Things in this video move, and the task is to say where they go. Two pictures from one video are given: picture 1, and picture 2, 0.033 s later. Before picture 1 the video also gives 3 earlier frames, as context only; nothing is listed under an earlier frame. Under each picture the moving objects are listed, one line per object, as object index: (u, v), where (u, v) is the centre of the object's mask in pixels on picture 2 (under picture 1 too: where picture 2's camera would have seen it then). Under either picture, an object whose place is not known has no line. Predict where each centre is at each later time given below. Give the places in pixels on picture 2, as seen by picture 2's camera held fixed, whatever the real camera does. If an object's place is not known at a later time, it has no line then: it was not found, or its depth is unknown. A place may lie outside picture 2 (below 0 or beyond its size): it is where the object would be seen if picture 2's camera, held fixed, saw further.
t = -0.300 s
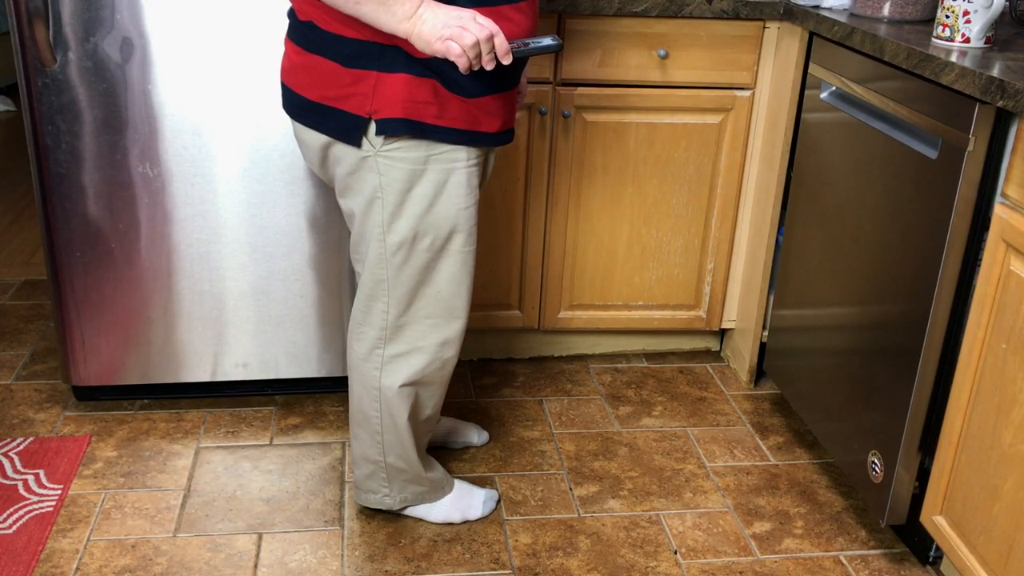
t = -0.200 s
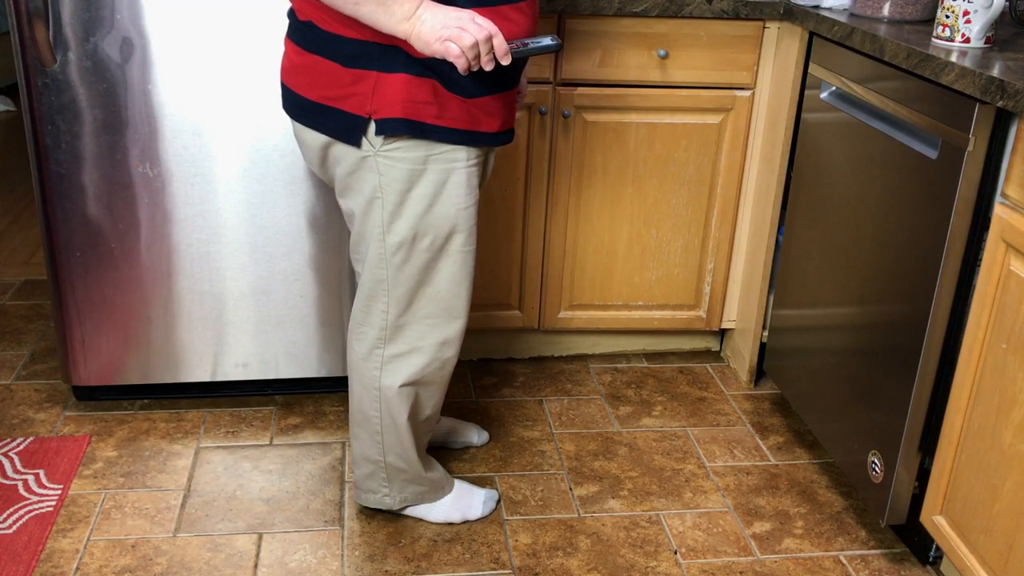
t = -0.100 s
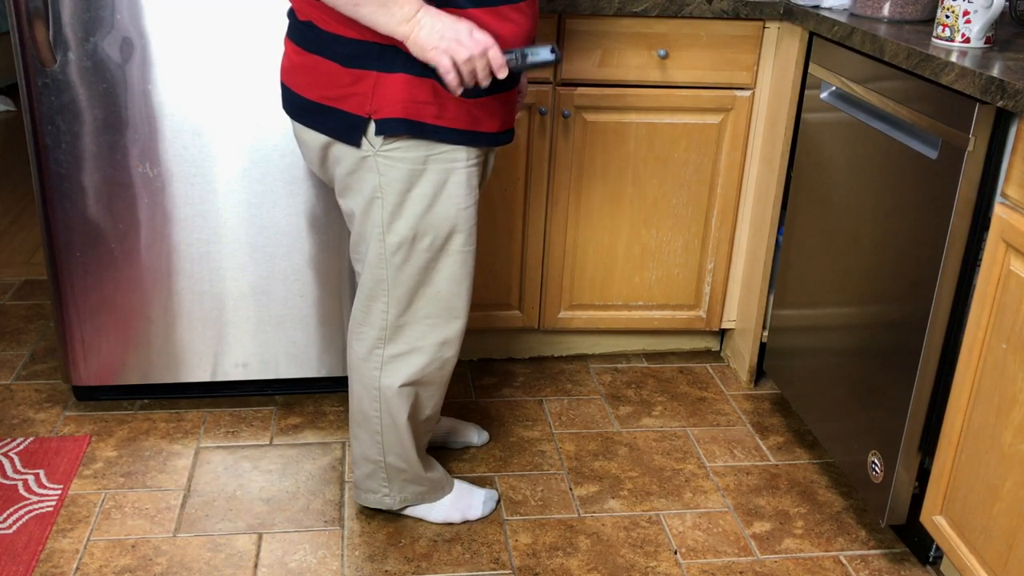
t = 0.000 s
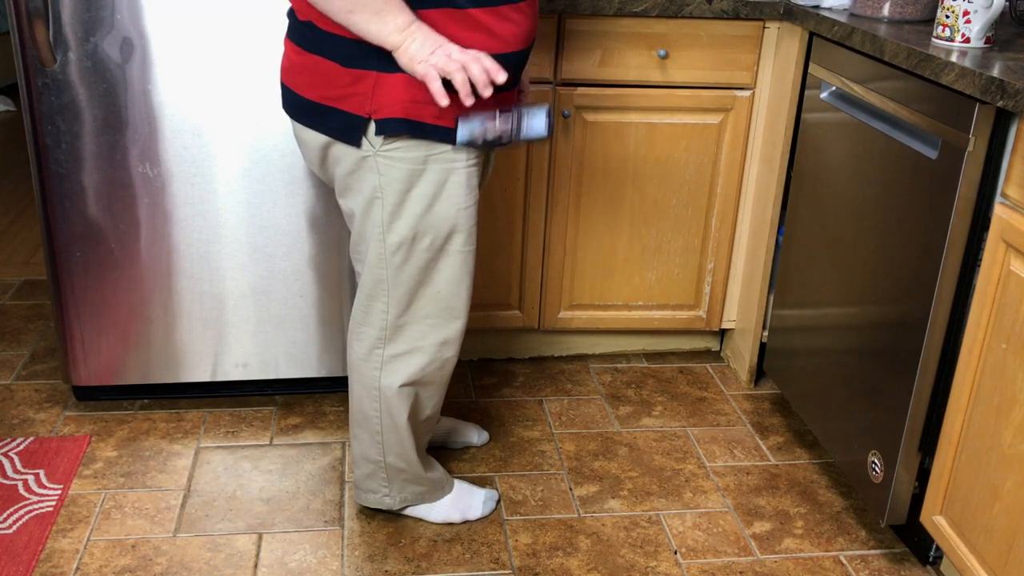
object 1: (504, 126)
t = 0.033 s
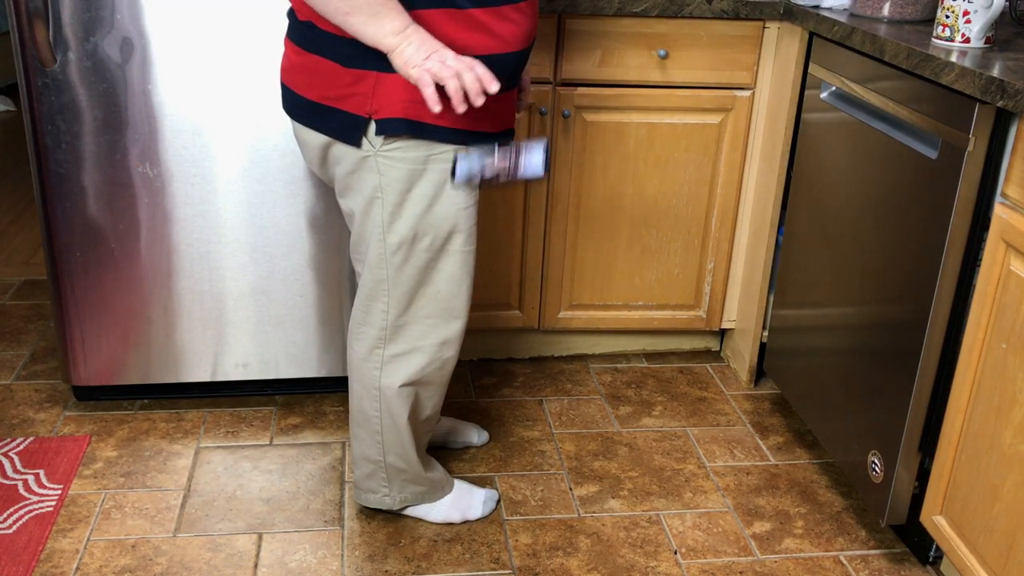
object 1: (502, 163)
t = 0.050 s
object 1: (501, 183)
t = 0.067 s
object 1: (500, 205)
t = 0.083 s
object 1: (498, 228)
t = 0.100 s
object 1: (497, 252)
